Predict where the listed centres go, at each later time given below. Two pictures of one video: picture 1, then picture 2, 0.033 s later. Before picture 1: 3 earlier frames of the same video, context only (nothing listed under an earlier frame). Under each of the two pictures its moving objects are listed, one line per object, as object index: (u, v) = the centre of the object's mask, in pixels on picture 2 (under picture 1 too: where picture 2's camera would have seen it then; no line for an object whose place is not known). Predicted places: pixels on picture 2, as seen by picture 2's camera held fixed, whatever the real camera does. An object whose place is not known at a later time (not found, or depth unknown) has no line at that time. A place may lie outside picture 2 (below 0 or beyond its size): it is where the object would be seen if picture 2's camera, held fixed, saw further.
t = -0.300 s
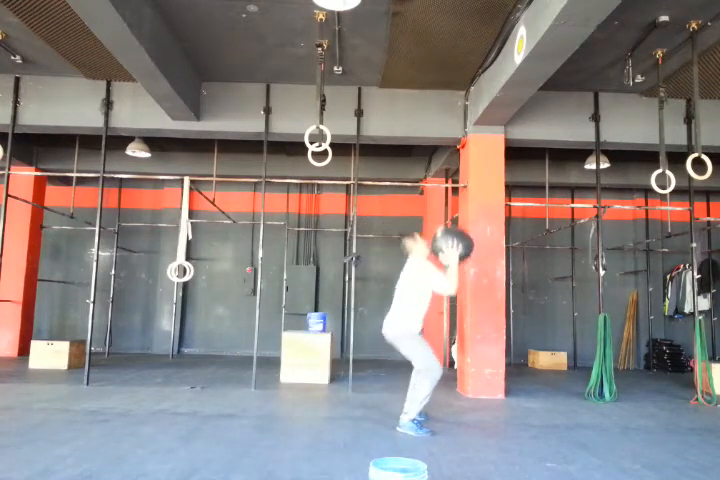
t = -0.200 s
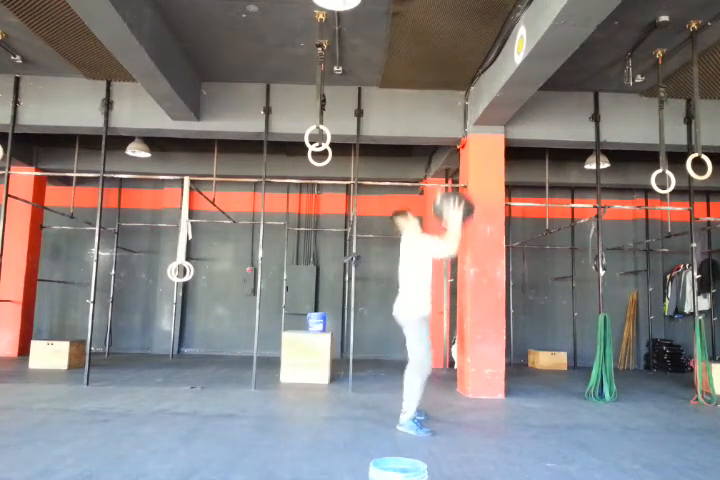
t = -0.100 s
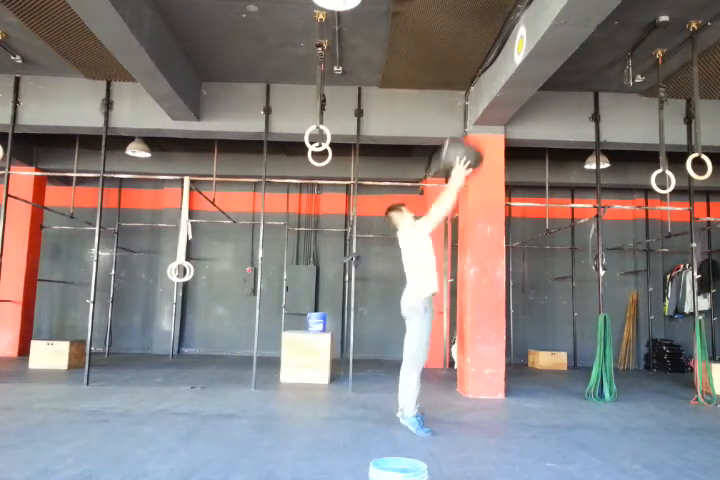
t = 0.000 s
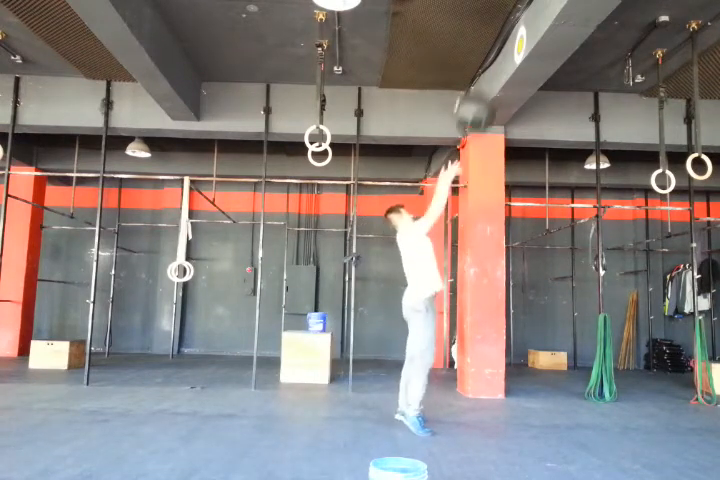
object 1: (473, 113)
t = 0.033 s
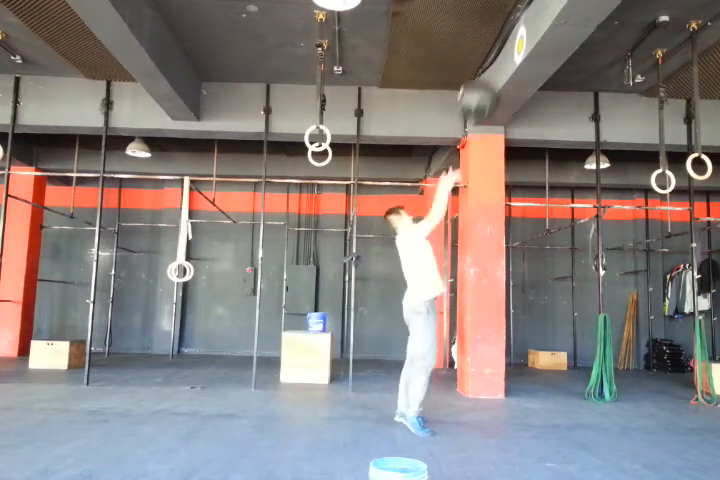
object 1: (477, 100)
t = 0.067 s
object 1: (482, 89)
